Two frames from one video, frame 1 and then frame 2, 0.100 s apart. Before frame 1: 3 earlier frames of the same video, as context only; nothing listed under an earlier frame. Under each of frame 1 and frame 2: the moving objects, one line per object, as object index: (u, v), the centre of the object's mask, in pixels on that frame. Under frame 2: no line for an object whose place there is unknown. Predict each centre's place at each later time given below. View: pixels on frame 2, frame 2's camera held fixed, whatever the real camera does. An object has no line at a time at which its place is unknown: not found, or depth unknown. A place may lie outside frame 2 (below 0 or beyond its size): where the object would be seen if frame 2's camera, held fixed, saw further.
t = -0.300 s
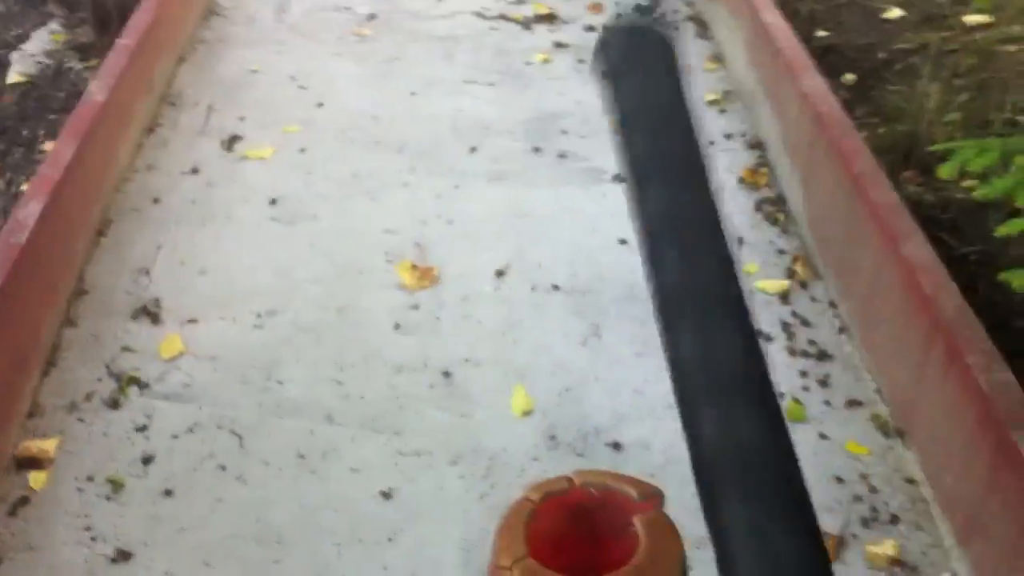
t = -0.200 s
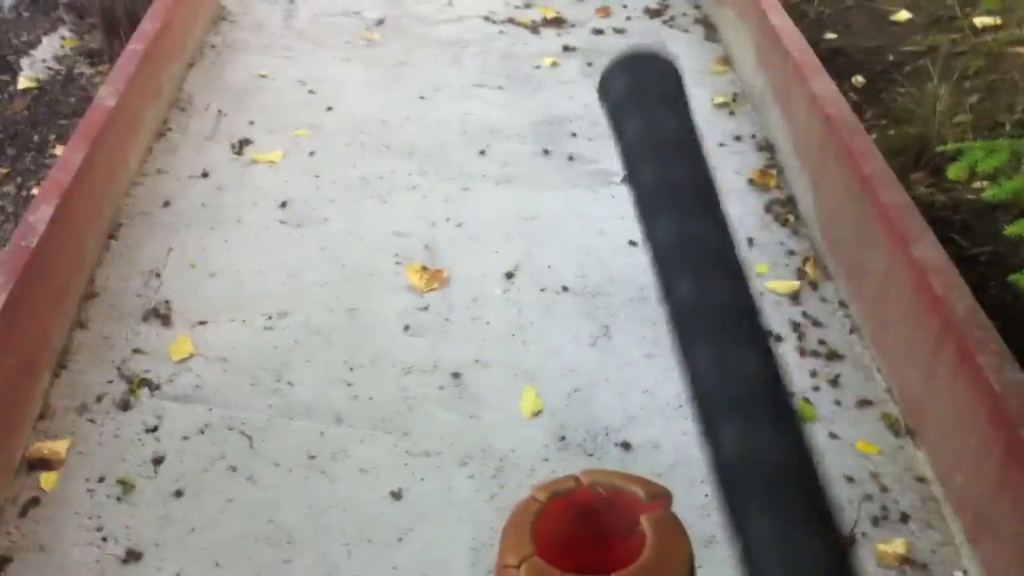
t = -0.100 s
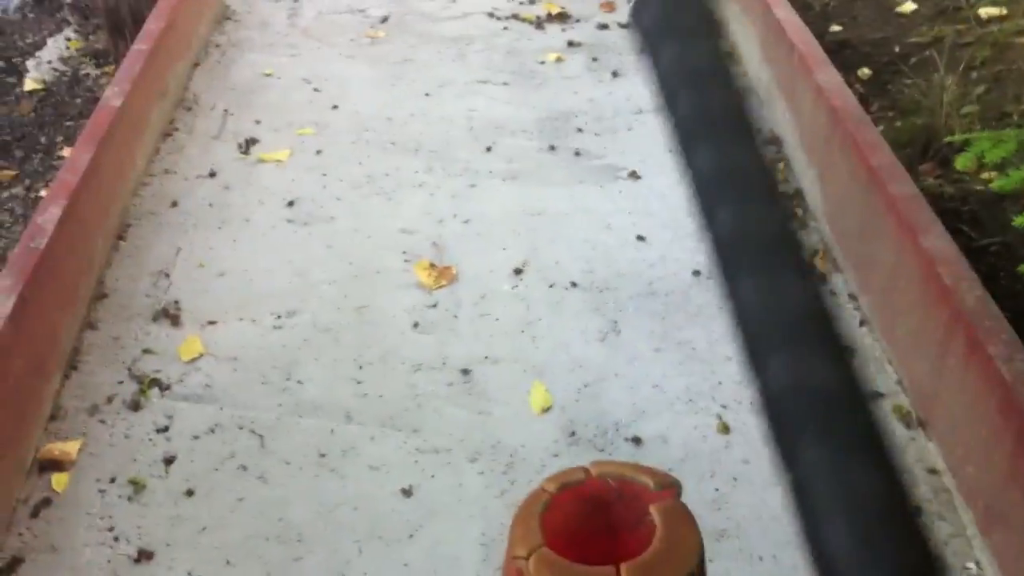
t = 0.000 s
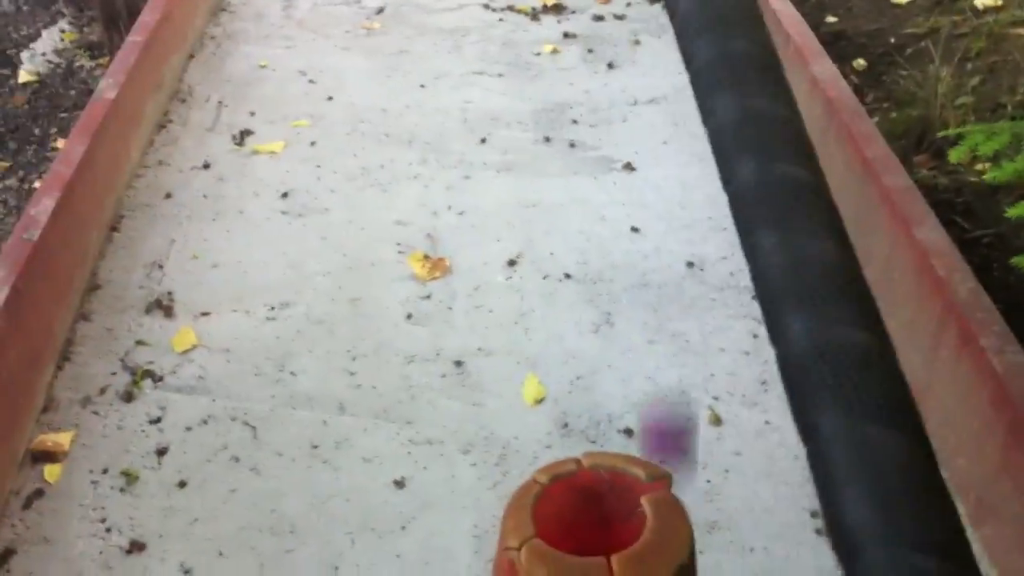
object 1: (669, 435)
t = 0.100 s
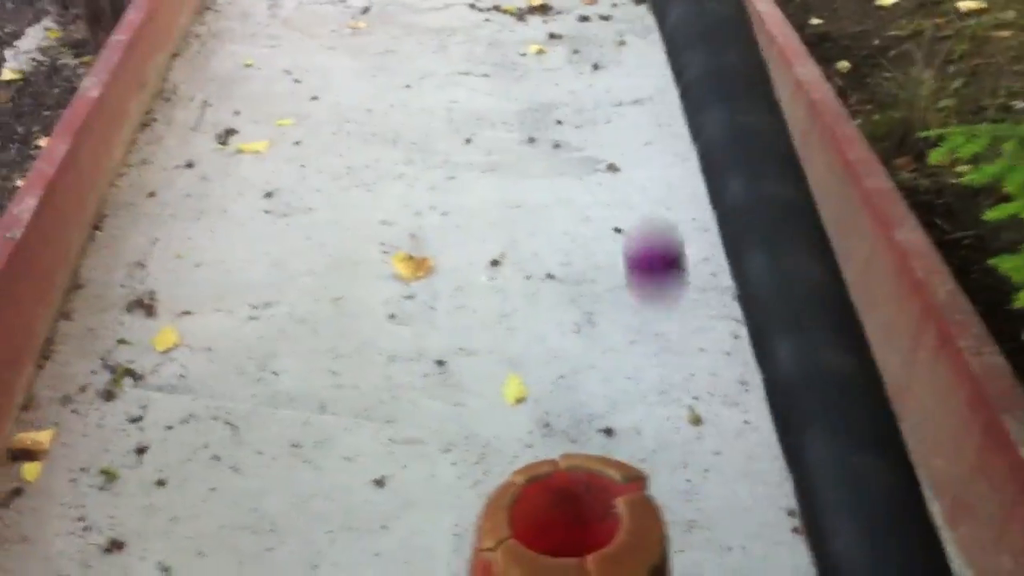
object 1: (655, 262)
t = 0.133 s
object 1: (655, 224)
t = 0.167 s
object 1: (654, 194)
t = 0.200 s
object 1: (652, 181)
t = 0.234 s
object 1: (648, 178)
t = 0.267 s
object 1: (643, 189)
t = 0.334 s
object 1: (631, 245)
